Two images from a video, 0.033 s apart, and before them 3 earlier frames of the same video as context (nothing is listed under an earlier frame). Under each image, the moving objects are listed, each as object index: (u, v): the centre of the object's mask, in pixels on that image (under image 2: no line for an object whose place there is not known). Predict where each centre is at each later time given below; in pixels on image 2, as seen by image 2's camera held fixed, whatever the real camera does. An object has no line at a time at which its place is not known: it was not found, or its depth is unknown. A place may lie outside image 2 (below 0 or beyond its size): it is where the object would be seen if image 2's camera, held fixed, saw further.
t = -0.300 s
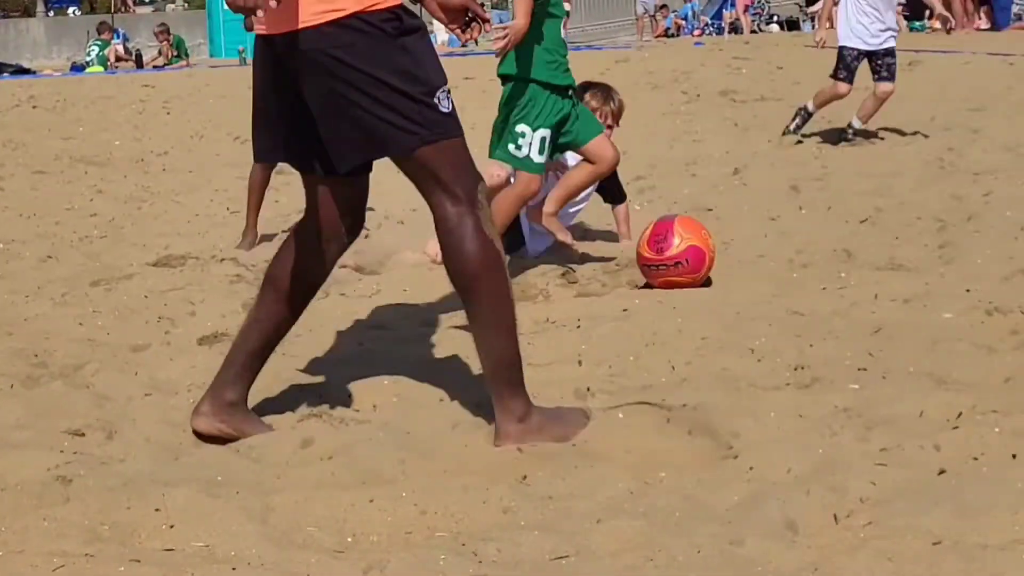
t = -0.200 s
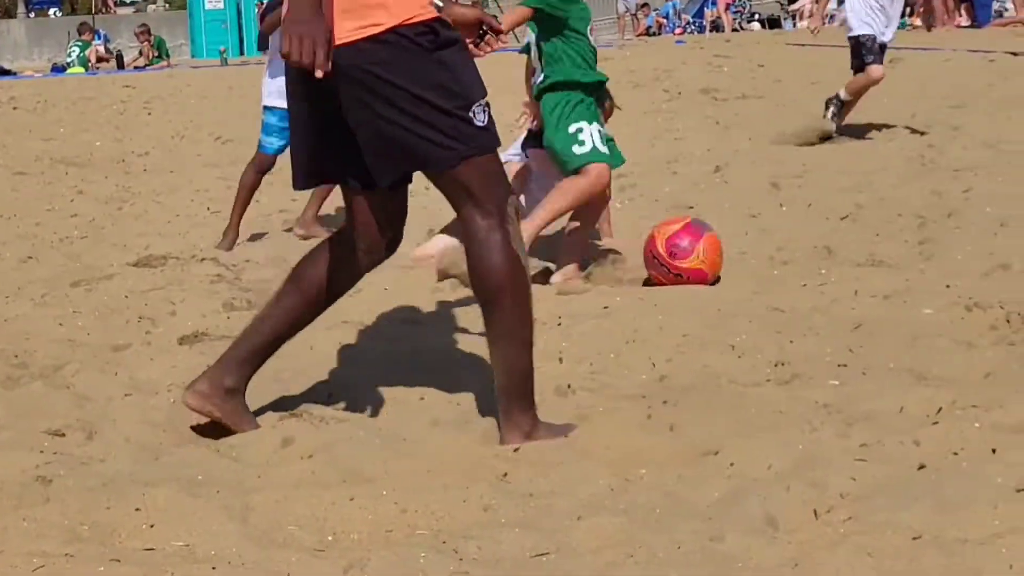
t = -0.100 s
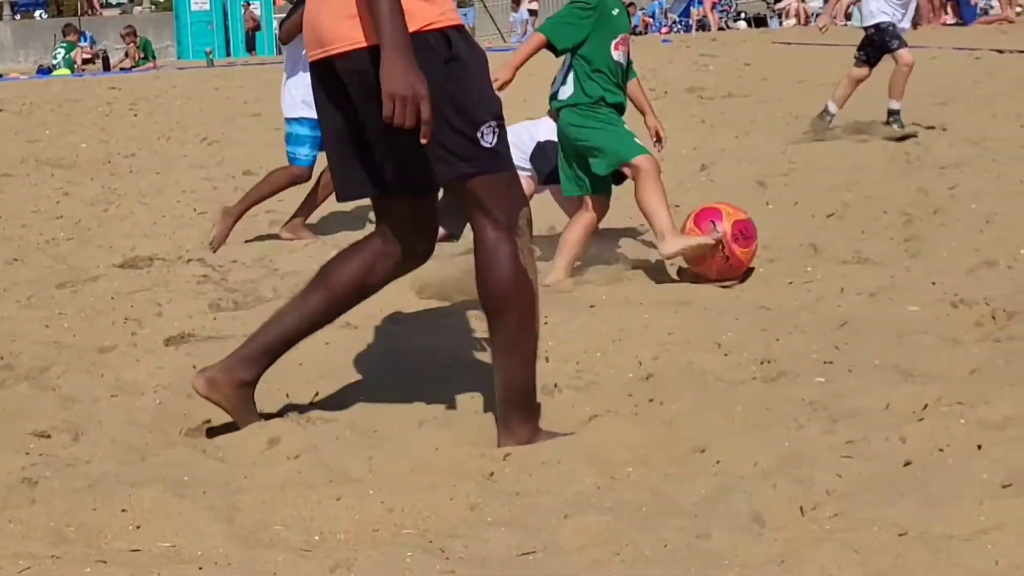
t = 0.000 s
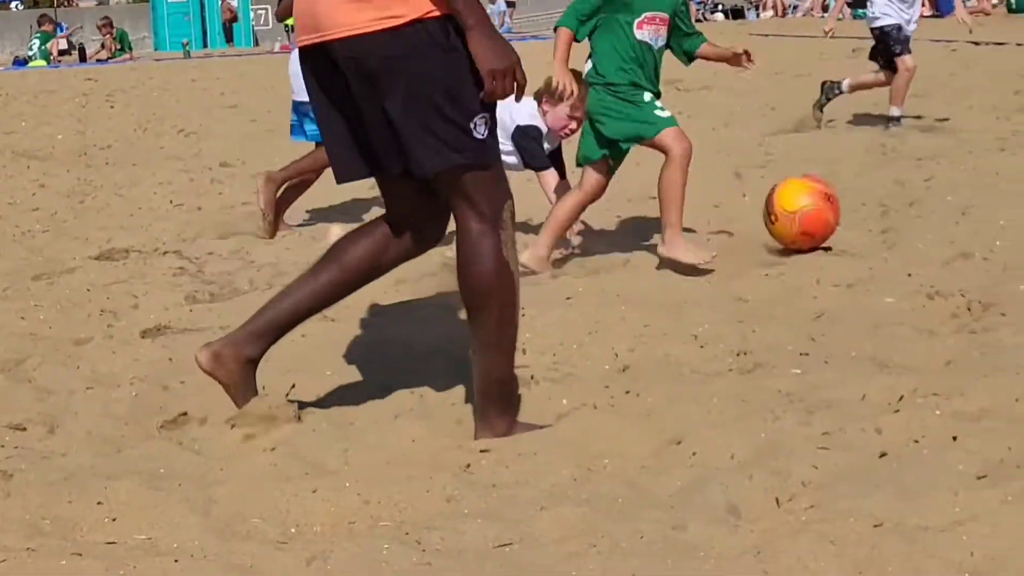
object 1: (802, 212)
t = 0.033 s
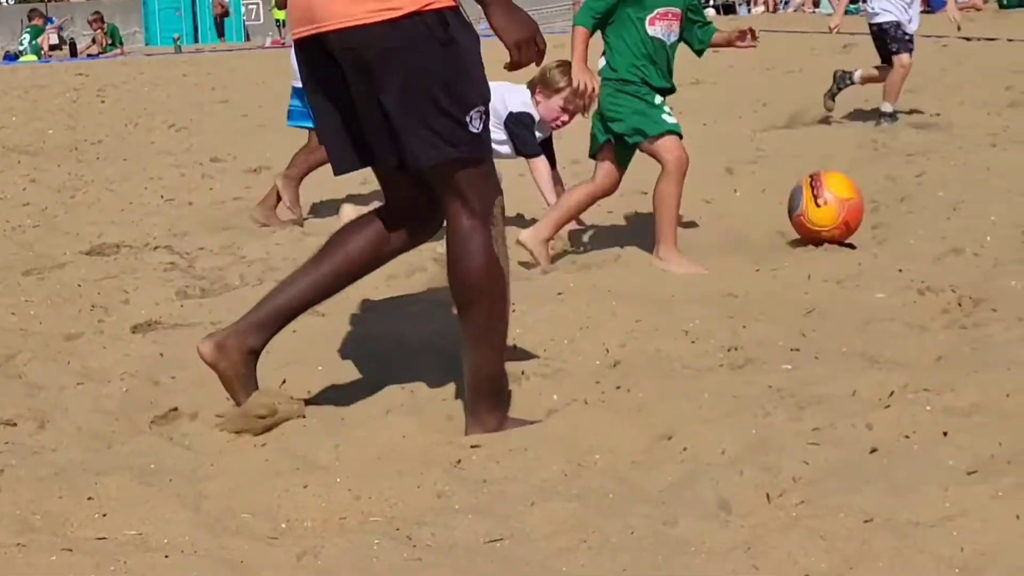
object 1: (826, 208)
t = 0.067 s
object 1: (856, 210)
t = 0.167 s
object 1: (902, 184)
